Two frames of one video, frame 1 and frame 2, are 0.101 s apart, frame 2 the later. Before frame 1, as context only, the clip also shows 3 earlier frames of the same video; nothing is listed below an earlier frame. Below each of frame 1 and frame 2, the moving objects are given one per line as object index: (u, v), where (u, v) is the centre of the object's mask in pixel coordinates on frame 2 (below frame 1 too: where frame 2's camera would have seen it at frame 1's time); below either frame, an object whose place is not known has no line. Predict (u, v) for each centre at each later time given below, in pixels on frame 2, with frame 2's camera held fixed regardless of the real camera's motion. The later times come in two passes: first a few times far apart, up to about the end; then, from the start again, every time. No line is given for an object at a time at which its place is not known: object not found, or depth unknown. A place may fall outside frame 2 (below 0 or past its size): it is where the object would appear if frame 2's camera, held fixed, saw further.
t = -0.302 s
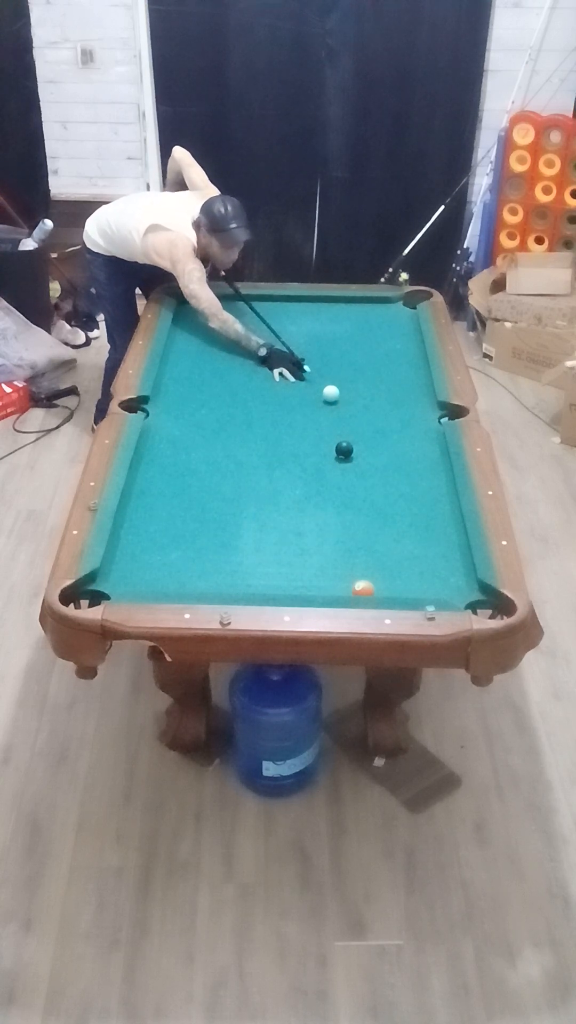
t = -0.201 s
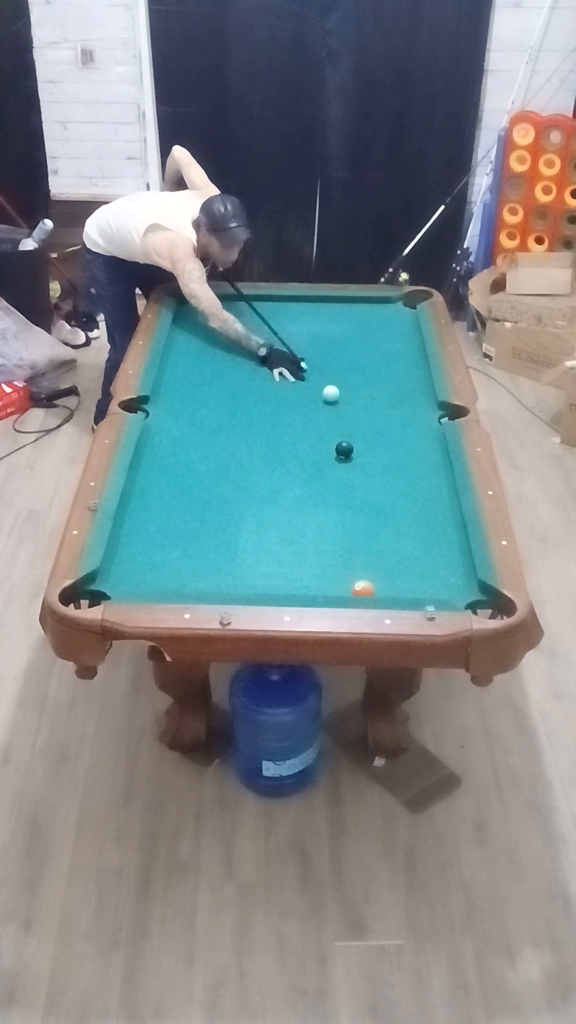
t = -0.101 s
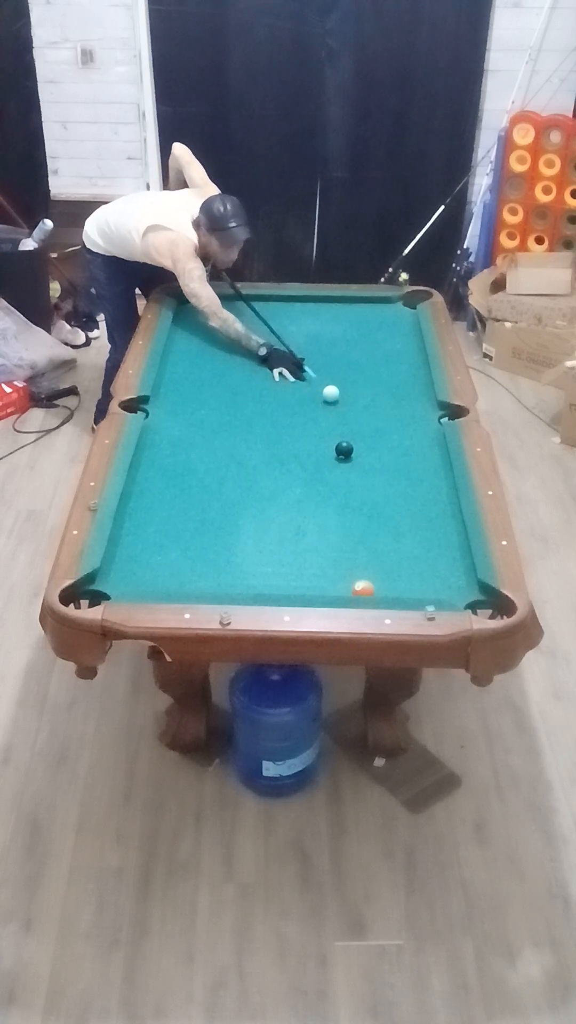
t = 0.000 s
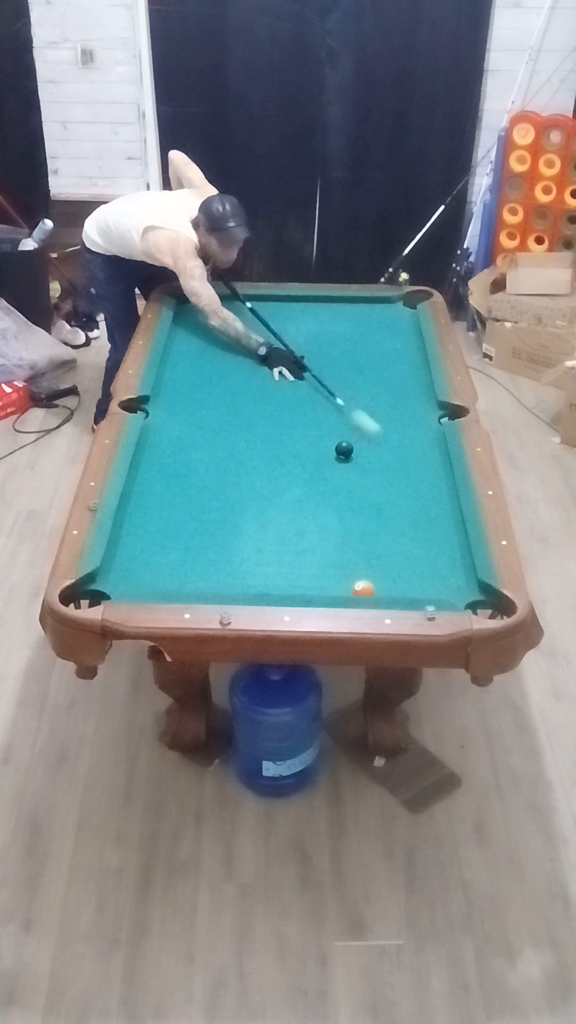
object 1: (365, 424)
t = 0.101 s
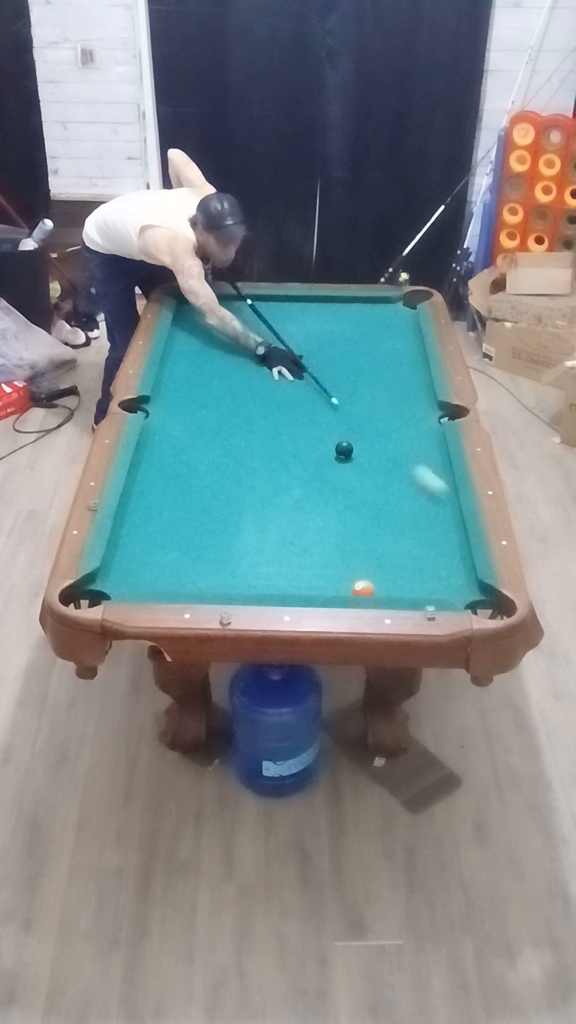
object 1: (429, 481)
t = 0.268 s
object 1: (426, 562)
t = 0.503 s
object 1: (361, 565)
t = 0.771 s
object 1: (286, 527)
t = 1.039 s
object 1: (223, 493)
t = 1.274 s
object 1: (174, 467)
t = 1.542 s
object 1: (156, 442)
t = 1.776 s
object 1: (184, 425)
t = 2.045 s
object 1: (212, 408)
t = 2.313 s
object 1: (237, 393)
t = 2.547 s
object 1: (258, 382)
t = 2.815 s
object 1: (278, 371)
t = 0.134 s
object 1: (448, 500)
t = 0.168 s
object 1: (445, 516)
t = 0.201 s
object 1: (439, 532)
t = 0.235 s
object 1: (432, 546)
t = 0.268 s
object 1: (426, 562)
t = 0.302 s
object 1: (420, 577)
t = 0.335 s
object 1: (413, 588)
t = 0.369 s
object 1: (402, 586)
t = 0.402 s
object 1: (391, 582)
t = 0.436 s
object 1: (381, 576)
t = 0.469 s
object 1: (371, 570)
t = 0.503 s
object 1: (361, 565)
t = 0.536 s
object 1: (351, 560)
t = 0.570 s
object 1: (341, 556)
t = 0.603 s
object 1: (331, 551)
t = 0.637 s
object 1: (322, 545)
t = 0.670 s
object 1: (313, 541)
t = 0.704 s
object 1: (304, 536)
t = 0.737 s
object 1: (295, 532)
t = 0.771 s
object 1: (286, 527)
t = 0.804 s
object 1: (278, 523)
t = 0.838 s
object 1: (270, 519)
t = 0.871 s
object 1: (262, 514)
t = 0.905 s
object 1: (253, 510)
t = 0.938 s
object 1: (246, 505)
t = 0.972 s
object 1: (238, 501)
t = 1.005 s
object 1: (230, 498)
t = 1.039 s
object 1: (223, 493)
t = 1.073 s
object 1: (215, 489)
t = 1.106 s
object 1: (208, 486)
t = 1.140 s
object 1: (201, 482)
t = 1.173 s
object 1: (194, 478)
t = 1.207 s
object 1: (187, 474)
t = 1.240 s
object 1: (180, 470)
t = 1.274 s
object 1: (174, 467)
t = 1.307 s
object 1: (167, 463)
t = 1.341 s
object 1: (161, 460)
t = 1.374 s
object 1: (154, 456)
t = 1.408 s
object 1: (149, 452)
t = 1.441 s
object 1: (145, 449)
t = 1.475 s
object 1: (149, 447)
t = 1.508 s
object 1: (153, 444)
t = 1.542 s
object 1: (156, 442)
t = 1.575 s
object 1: (161, 439)
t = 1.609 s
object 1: (165, 437)
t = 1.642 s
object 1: (169, 434)
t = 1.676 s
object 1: (172, 432)
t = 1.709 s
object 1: (176, 429)
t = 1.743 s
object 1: (180, 427)
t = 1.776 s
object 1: (184, 425)
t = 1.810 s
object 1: (187, 423)
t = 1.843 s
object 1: (191, 420)
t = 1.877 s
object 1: (195, 418)
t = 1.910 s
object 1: (198, 416)
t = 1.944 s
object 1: (201, 414)
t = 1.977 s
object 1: (205, 412)
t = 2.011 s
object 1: (209, 410)
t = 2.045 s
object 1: (212, 408)
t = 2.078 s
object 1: (215, 406)
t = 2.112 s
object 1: (219, 404)
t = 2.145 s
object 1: (222, 402)
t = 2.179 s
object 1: (225, 400)
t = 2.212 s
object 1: (228, 398)
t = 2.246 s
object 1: (231, 396)
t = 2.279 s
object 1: (234, 395)
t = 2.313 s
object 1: (237, 393)
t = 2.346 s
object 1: (240, 391)
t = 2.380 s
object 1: (244, 389)
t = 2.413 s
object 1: (247, 388)
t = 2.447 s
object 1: (249, 386)
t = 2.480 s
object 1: (252, 385)
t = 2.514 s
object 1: (255, 383)
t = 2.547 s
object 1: (258, 382)
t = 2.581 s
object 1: (260, 380)
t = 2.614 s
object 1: (263, 379)
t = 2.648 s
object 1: (266, 377)
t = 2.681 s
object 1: (268, 376)
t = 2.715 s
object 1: (271, 375)
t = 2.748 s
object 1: (273, 373)
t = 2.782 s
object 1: (275, 372)
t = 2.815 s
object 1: (278, 371)
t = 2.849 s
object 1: (281, 369)
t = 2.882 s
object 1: (282, 368)
